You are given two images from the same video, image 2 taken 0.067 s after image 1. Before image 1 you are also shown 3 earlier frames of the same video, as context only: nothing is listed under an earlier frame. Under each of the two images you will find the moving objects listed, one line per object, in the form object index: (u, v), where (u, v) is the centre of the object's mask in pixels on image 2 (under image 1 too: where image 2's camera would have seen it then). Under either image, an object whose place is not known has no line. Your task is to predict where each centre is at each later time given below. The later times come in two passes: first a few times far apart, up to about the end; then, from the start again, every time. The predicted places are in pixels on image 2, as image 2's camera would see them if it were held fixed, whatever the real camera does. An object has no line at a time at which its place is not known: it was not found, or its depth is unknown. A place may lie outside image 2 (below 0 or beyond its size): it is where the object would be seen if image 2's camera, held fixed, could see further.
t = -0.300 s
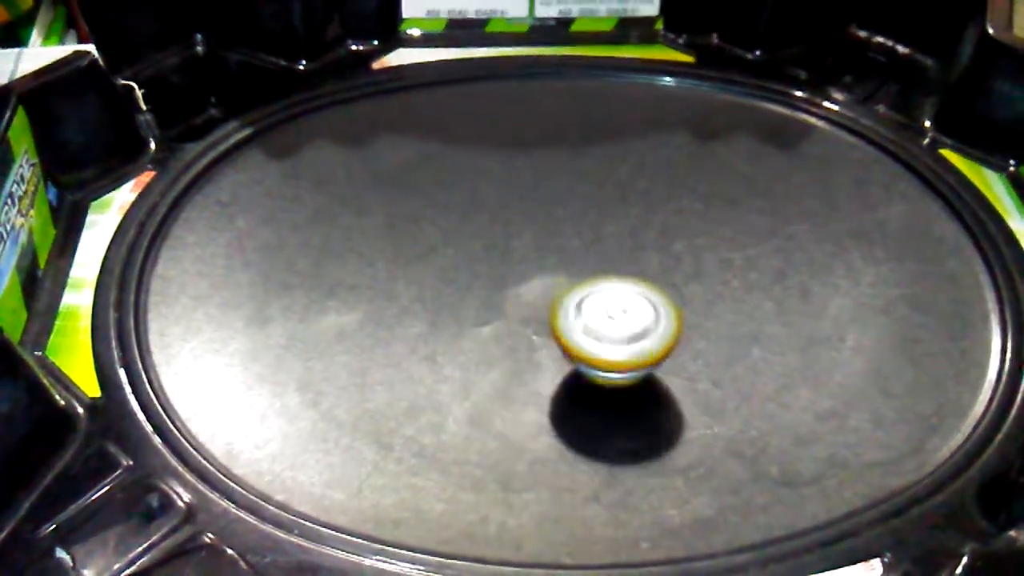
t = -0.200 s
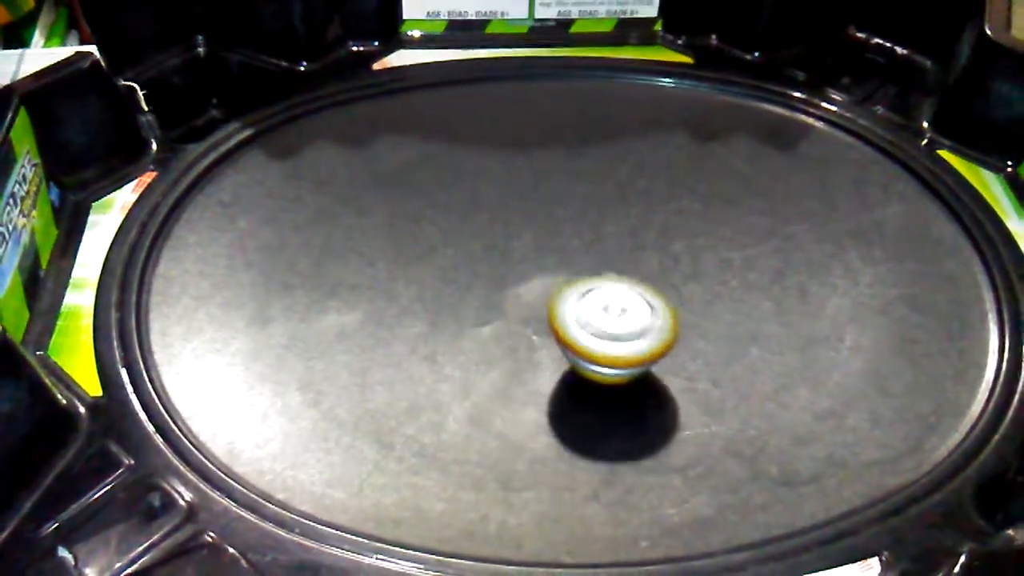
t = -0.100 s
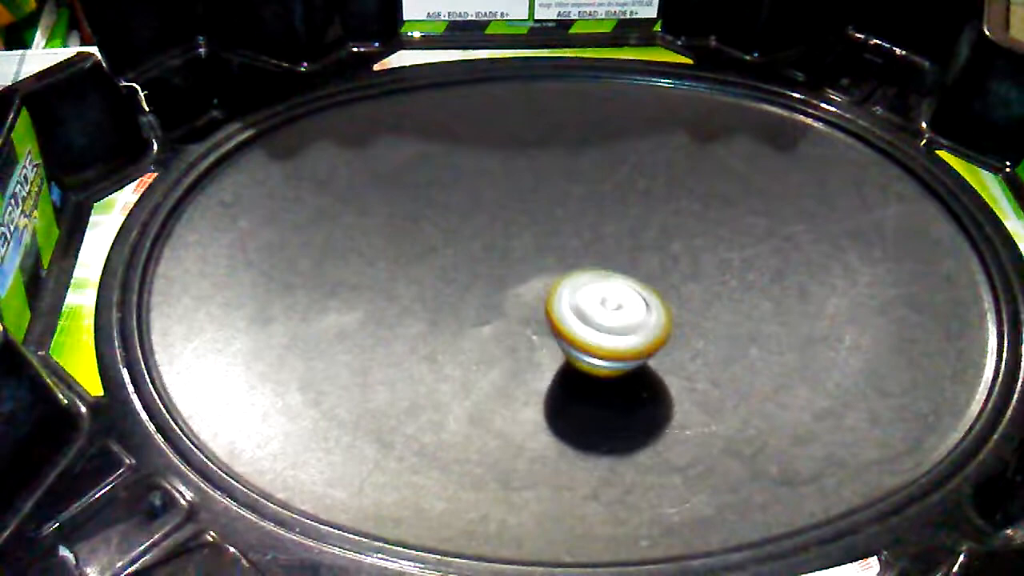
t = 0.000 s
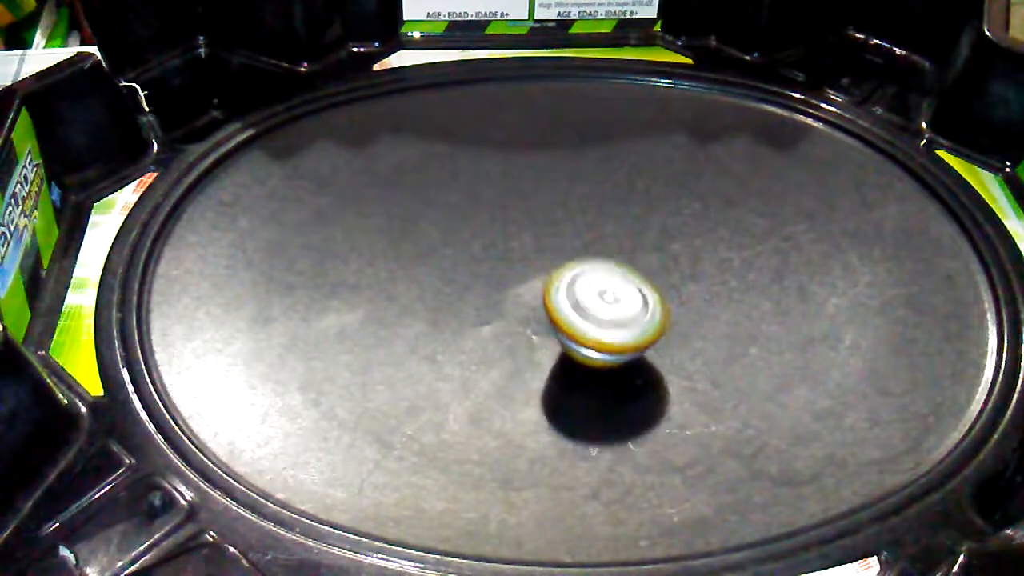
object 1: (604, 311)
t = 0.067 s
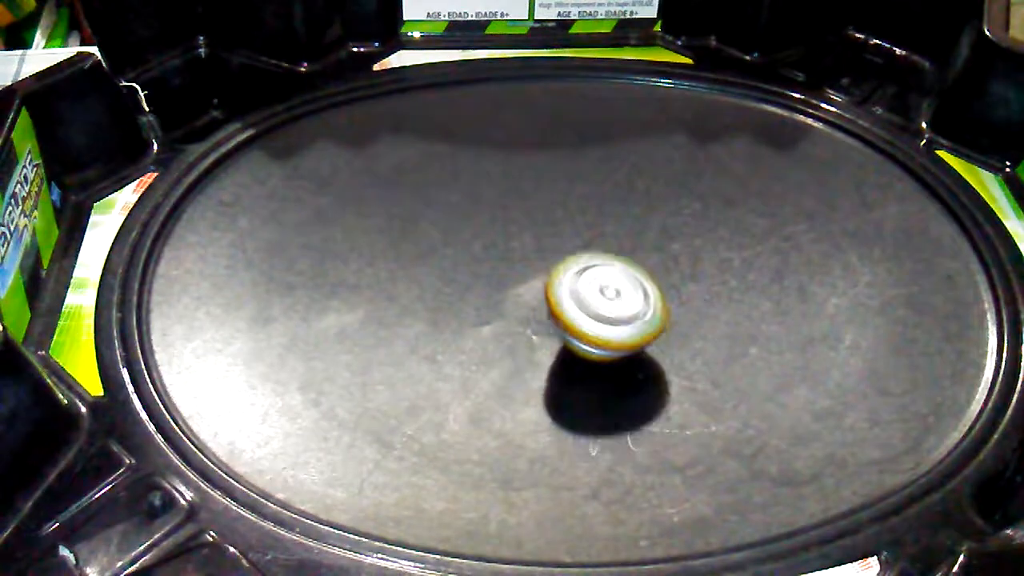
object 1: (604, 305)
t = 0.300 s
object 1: (611, 287)
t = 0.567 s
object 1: (620, 292)
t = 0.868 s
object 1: (599, 292)
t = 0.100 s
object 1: (604, 301)
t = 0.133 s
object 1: (605, 298)
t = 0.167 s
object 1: (605, 295)
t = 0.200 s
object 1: (606, 292)
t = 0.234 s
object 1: (608, 290)
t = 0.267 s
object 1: (608, 288)
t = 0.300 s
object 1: (611, 287)
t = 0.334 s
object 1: (613, 287)
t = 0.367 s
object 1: (614, 287)
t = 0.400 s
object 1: (616, 287)
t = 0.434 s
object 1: (617, 289)
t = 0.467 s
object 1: (618, 289)
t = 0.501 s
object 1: (620, 290)
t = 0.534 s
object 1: (619, 291)
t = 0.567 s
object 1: (620, 292)
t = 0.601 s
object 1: (620, 293)
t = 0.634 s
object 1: (618, 294)
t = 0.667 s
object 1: (617, 294)
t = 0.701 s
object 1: (614, 295)
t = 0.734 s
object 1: (612, 295)
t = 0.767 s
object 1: (608, 295)
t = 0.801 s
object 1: (604, 294)
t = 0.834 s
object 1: (602, 293)
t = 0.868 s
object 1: (599, 292)
